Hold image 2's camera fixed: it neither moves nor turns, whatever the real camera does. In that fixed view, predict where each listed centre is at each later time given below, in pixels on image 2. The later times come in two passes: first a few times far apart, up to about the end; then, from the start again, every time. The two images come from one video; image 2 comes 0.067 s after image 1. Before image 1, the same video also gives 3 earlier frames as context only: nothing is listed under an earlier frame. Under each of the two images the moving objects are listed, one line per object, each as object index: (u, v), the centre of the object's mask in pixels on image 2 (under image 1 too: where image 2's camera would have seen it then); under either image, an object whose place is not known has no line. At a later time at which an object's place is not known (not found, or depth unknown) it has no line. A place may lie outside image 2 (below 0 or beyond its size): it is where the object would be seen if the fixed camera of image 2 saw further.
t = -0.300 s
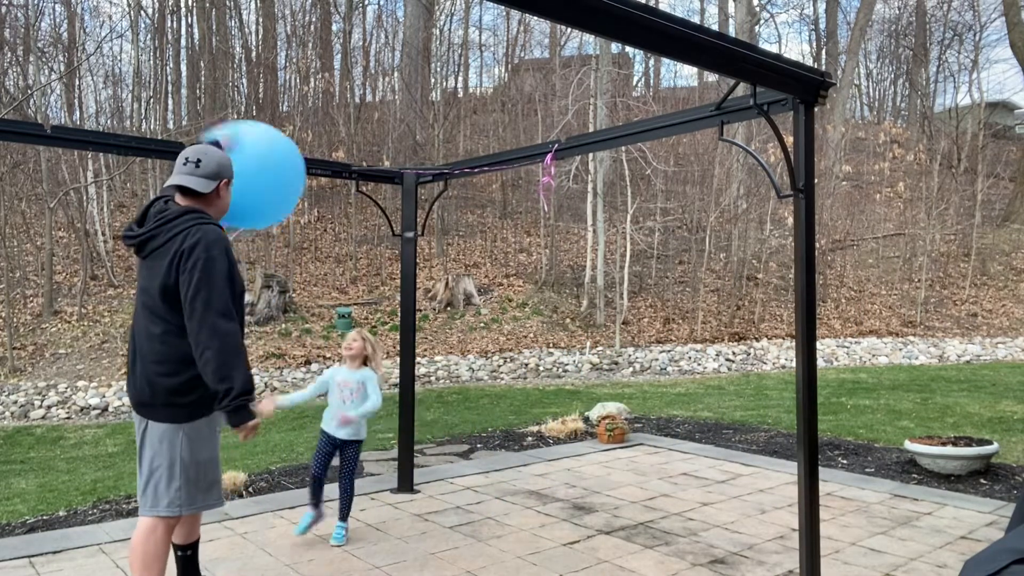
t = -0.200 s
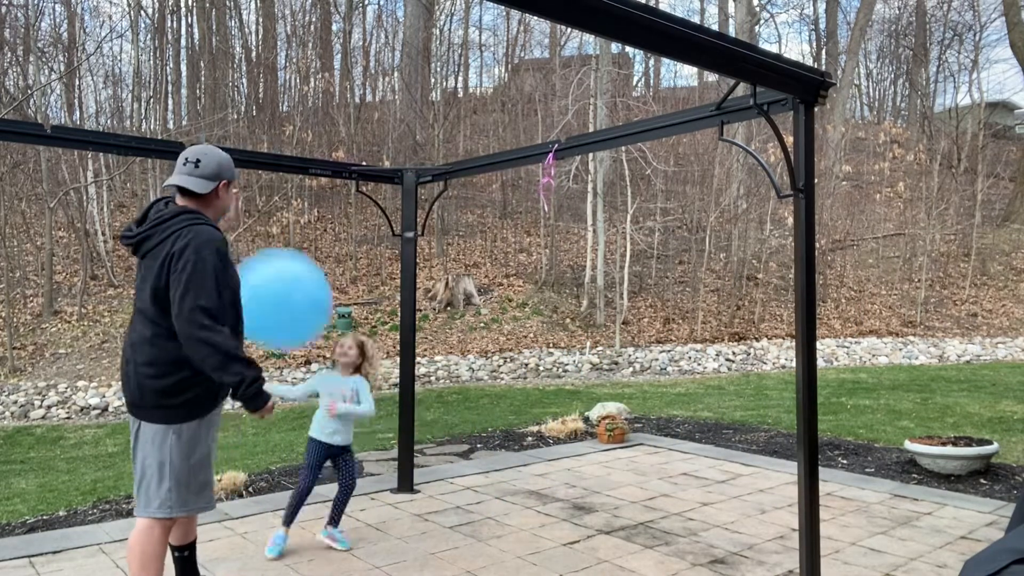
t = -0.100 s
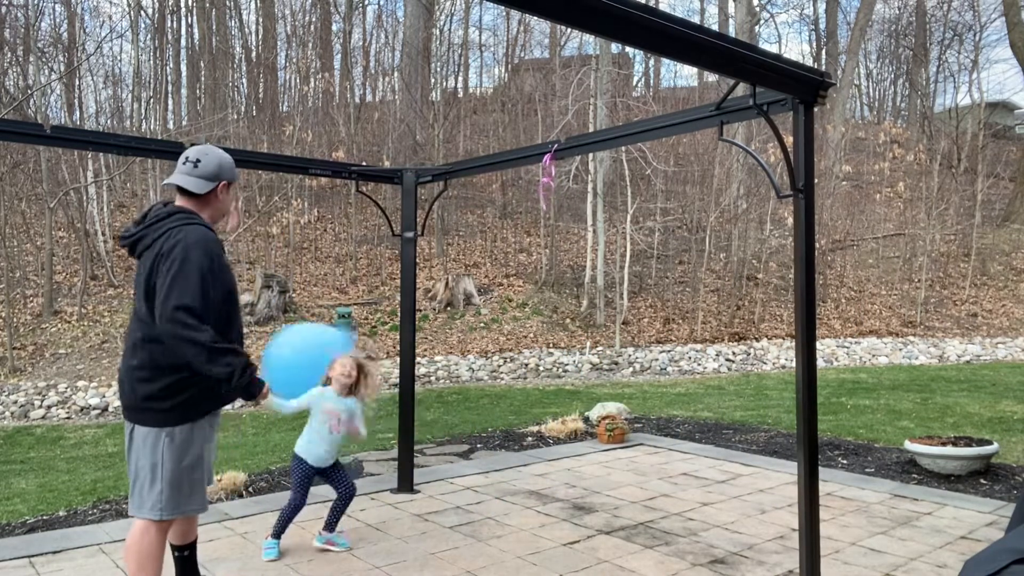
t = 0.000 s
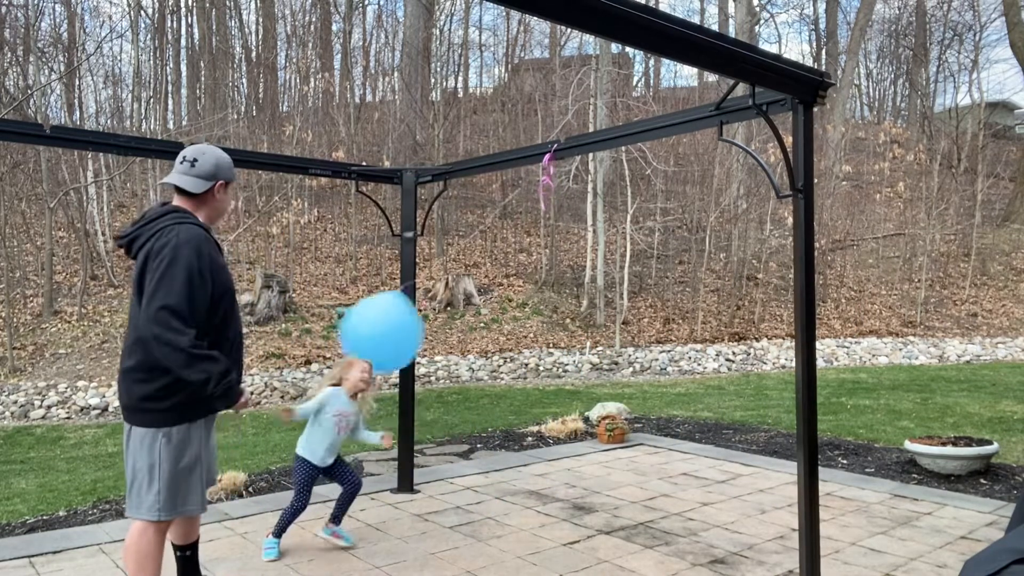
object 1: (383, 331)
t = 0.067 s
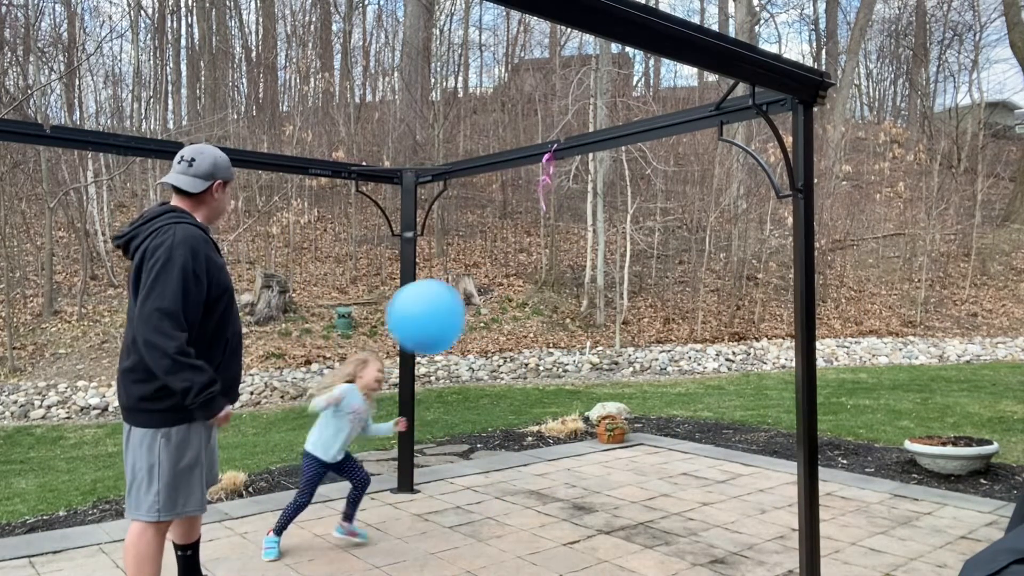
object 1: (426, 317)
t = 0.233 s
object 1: (522, 297)
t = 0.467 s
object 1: (612, 303)
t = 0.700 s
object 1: (670, 285)
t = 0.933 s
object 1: (708, 271)
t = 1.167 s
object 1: (747, 270)
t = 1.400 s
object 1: (779, 280)
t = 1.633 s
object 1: (823, 305)
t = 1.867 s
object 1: (851, 345)
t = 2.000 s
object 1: (796, 351)
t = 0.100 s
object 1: (446, 311)
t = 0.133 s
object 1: (466, 306)
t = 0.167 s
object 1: (486, 302)
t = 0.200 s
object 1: (504, 299)
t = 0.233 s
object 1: (522, 297)
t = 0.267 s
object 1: (537, 296)
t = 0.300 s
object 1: (551, 296)
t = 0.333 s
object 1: (564, 296)
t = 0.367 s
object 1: (577, 297)
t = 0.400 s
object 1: (589, 299)
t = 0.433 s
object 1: (600, 301)
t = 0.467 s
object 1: (612, 303)
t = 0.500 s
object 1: (623, 303)
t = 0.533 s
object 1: (633, 302)
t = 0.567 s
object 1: (642, 299)
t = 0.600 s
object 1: (650, 295)
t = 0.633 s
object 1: (657, 292)
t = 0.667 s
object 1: (664, 288)
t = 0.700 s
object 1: (670, 285)
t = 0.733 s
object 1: (676, 282)
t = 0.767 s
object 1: (681, 279)
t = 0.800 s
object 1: (687, 277)
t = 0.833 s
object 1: (693, 274)
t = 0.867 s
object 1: (698, 273)
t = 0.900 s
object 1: (703, 272)
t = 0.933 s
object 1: (708, 271)
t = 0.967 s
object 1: (714, 270)
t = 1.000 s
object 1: (719, 269)
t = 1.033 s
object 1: (725, 269)
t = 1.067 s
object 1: (730, 269)
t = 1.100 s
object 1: (736, 269)
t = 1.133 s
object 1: (741, 269)
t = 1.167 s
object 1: (747, 270)
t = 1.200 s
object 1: (752, 271)
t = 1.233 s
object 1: (755, 272)
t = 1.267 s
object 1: (758, 273)
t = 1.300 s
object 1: (761, 274)
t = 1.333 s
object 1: (764, 277)
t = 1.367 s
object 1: (766, 278)
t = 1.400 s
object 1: (779, 280)
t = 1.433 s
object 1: (785, 283)
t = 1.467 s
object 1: (792, 286)
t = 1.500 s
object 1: (795, 288)
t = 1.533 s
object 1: (795, 294)
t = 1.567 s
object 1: (815, 296)
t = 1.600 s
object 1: (817, 300)
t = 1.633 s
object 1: (823, 305)
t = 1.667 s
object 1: (829, 310)
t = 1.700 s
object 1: (834, 316)
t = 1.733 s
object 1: (847, 322)
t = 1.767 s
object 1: (850, 329)
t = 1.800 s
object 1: (852, 336)
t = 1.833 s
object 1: (853, 343)
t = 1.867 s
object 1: (851, 345)
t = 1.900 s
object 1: (834, 345)
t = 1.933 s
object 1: (824, 346)
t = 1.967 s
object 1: (816, 347)
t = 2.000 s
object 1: (796, 351)
